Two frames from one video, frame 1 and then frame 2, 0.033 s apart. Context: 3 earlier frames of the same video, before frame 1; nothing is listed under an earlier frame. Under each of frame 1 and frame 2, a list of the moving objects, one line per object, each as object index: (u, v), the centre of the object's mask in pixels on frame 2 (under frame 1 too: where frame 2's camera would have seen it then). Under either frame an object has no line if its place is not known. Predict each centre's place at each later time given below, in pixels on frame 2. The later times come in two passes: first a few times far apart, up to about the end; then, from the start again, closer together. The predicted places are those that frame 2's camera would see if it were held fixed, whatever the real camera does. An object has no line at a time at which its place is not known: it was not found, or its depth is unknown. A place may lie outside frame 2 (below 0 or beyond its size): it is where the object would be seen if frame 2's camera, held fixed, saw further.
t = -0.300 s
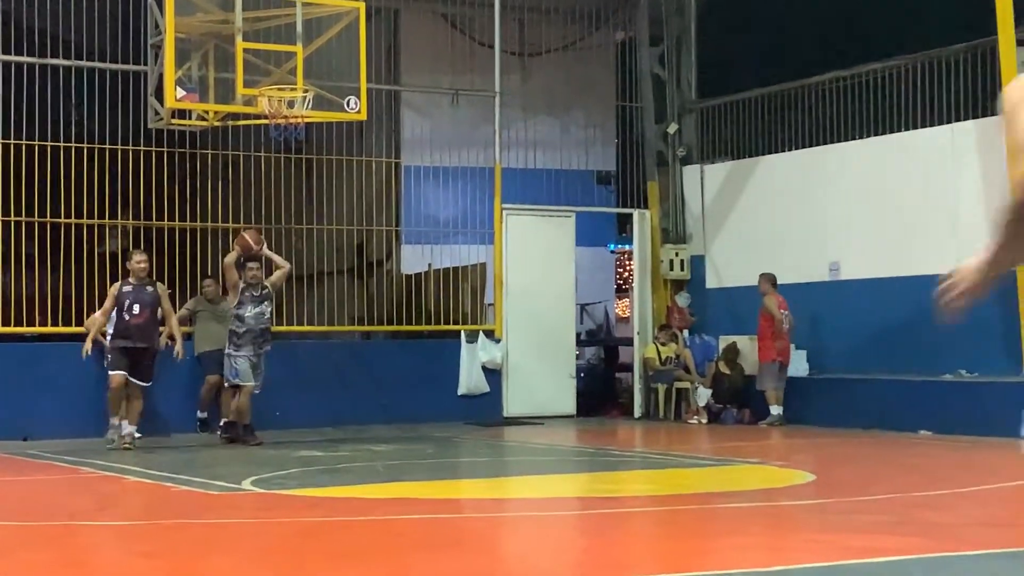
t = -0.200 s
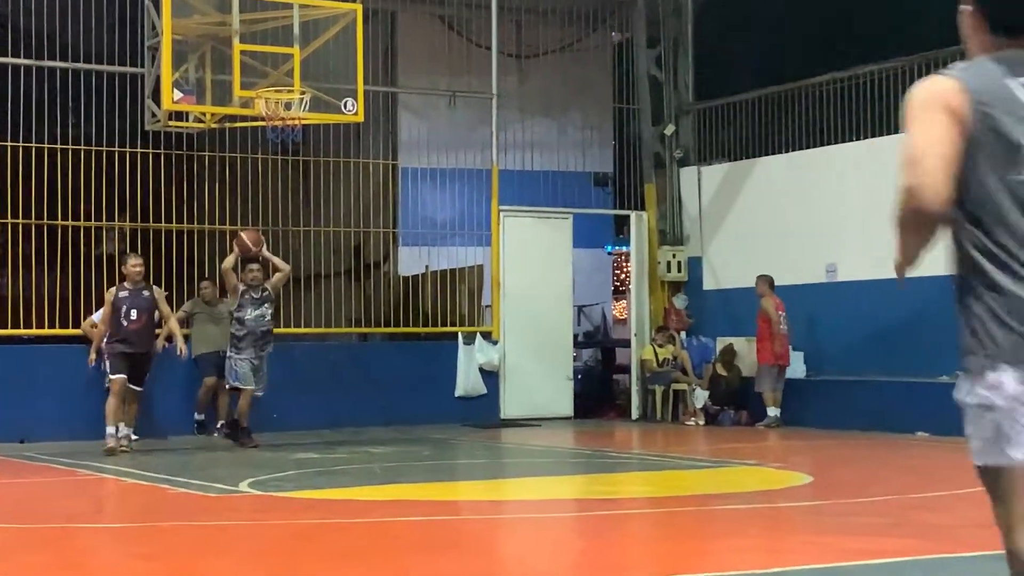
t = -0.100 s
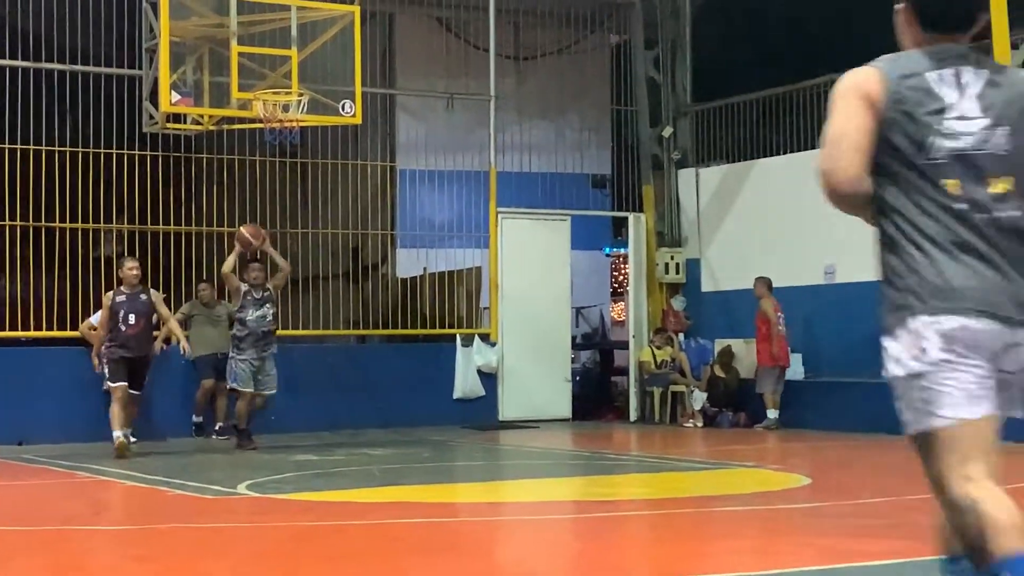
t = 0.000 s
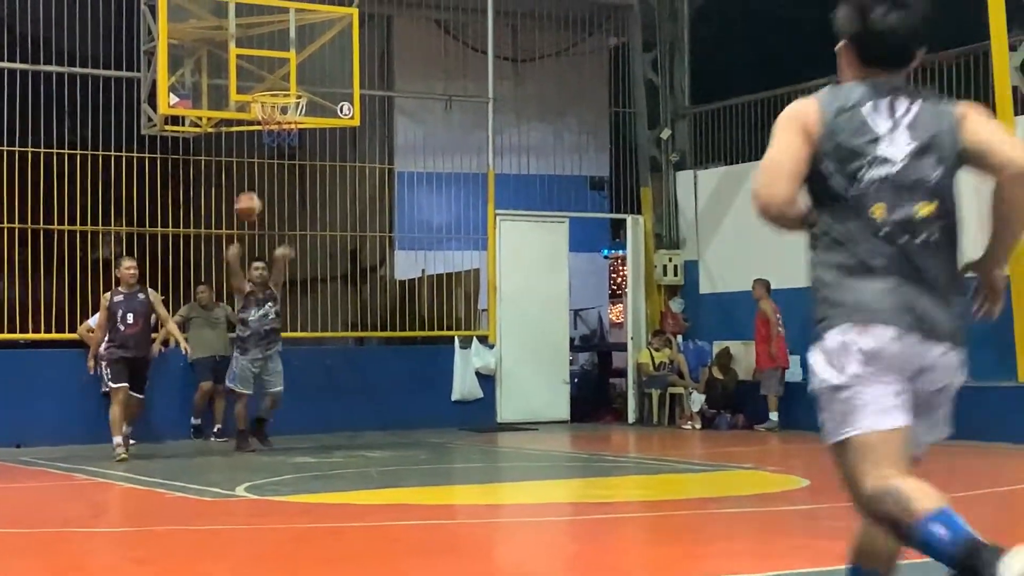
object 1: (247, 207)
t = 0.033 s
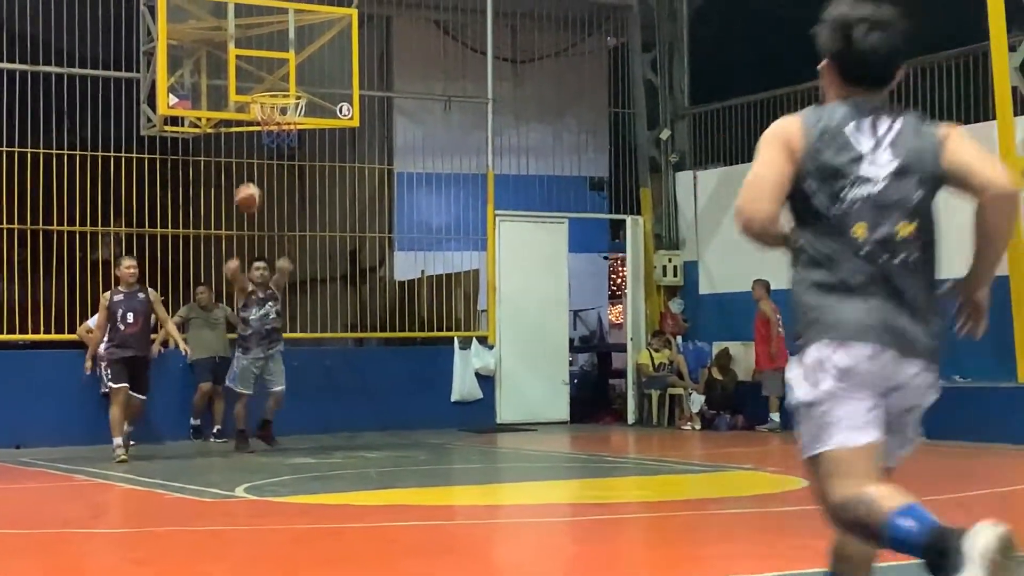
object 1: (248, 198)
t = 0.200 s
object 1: (249, 168)
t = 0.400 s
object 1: (253, 177)
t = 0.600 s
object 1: (262, 255)
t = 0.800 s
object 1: (273, 444)
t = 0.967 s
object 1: (275, 393)
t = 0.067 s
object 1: (247, 189)
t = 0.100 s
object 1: (248, 182)
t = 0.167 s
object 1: (248, 172)
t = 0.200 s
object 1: (249, 168)
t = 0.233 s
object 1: (249, 166)
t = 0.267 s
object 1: (249, 165)
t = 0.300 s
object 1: (250, 166)
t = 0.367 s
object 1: (251, 172)
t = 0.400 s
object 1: (253, 177)
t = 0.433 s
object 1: (254, 184)
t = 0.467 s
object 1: (256, 194)
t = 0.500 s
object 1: (258, 205)
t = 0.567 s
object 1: (260, 235)
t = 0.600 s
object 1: (262, 255)
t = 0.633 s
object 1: (264, 276)
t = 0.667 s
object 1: (266, 302)
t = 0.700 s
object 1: (266, 332)
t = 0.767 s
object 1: (271, 404)
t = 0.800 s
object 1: (273, 444)
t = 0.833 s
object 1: (275, 491)
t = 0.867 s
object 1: (275, 489)
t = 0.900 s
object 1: (275, 455)
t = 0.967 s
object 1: (275, 393)
